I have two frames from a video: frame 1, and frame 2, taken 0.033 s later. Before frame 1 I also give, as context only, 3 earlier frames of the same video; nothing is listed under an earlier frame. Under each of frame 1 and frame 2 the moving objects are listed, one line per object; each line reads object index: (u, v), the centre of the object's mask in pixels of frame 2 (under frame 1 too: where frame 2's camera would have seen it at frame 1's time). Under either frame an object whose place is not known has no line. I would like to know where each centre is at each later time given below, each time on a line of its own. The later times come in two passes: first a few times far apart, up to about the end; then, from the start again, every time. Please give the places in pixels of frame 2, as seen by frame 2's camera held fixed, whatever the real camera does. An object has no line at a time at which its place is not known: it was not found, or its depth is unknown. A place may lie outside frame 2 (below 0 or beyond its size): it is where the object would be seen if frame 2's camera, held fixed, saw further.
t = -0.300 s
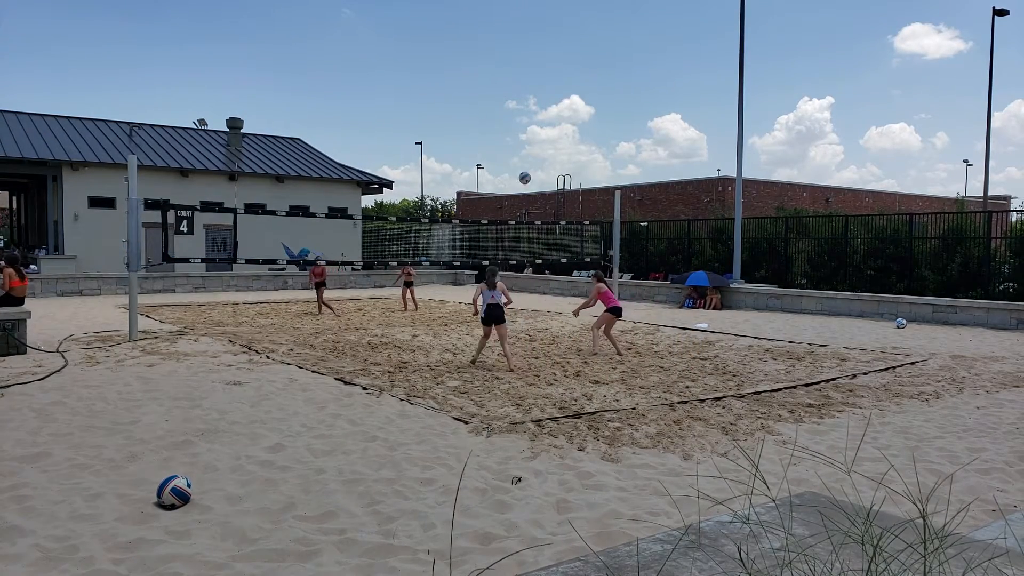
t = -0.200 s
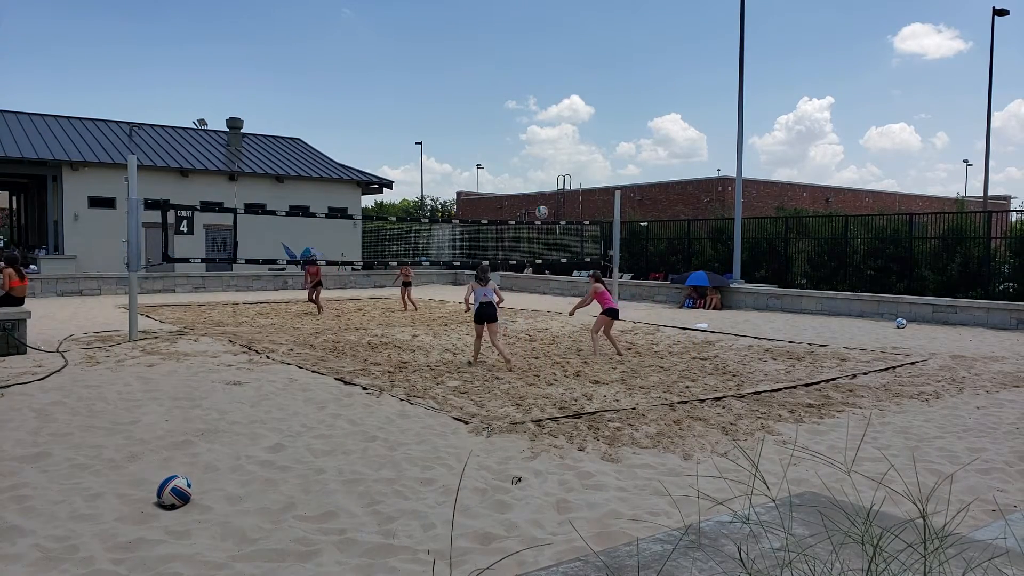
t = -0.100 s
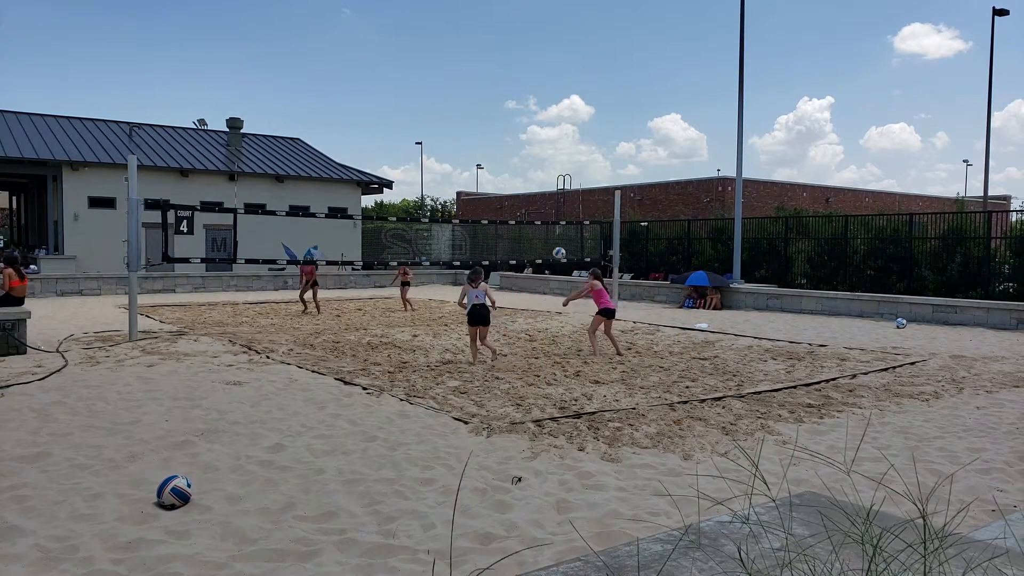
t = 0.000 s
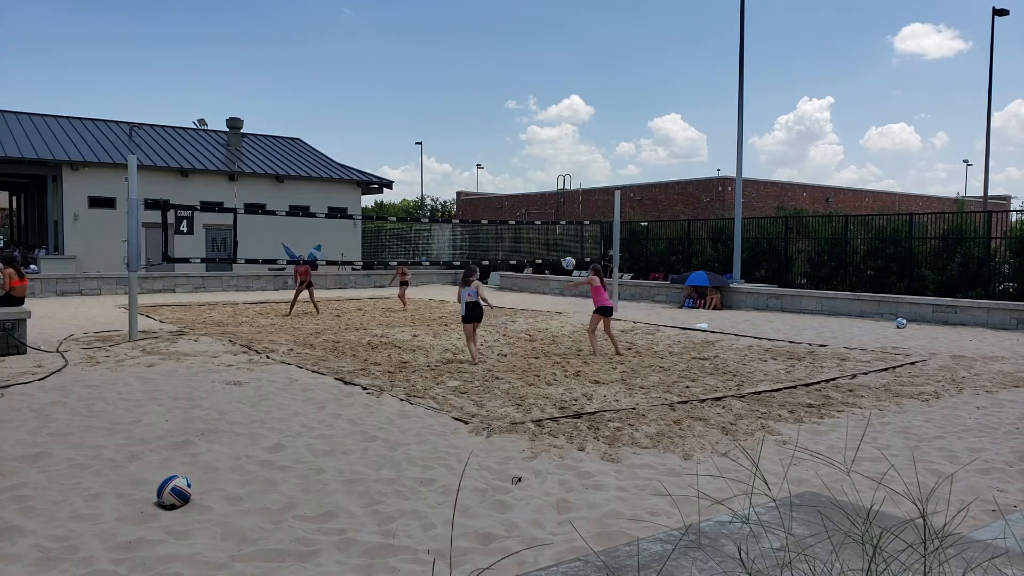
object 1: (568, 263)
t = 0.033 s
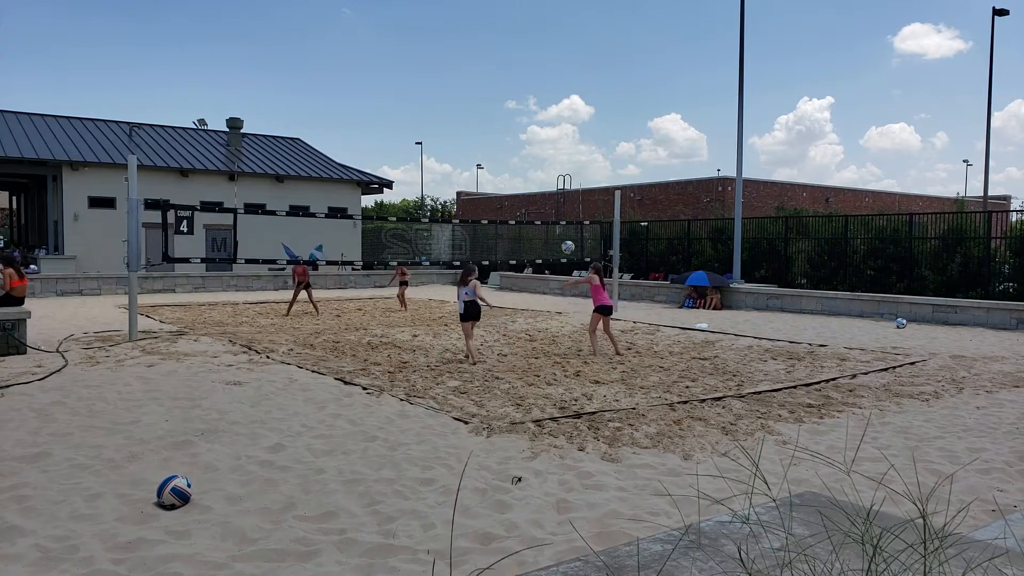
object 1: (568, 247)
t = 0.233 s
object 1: (562, 164)
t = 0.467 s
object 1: (555, 98)
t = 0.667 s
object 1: (549, 70)
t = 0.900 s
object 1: (540, 68)
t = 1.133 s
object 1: (531, 99)
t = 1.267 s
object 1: (526, 131)
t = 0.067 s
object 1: (567, 232)
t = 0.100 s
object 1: (565, 216)
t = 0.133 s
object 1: (565, 202)
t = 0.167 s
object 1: (564, 189)
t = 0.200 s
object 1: (563, 176)
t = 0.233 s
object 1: (562, 164)
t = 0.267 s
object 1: (561, 152)
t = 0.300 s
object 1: (560, 142)
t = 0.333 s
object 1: (559, 132)
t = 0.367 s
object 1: (558, 122)
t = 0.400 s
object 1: (557, 113)
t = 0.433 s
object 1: (556, 105)
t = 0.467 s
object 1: (555, 98)
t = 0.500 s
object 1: (554, 92)
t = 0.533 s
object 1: (553, 86)
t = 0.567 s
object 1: (552, 81)
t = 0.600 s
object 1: (551, 76)
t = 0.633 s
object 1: (550, 73)
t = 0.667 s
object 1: (549, 70)
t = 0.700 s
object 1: (548, 67)
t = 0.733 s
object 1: (546, 66)
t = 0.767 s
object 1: (545, 65)
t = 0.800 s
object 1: (544, 65)
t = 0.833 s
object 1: (543, 65)
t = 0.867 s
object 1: (542, 66)
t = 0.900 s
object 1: (540, 68)
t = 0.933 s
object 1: (539, 70)
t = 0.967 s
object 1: (538, 73)
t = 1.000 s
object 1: (536, 77)
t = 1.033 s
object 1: (535, 81)
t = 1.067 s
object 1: (534, 87)
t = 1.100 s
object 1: (532, 92)
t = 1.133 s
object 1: (531, 99)
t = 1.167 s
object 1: (530, 106)
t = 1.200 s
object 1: (528, 114)
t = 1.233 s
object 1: (527, 122)
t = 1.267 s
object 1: (526, 131)
